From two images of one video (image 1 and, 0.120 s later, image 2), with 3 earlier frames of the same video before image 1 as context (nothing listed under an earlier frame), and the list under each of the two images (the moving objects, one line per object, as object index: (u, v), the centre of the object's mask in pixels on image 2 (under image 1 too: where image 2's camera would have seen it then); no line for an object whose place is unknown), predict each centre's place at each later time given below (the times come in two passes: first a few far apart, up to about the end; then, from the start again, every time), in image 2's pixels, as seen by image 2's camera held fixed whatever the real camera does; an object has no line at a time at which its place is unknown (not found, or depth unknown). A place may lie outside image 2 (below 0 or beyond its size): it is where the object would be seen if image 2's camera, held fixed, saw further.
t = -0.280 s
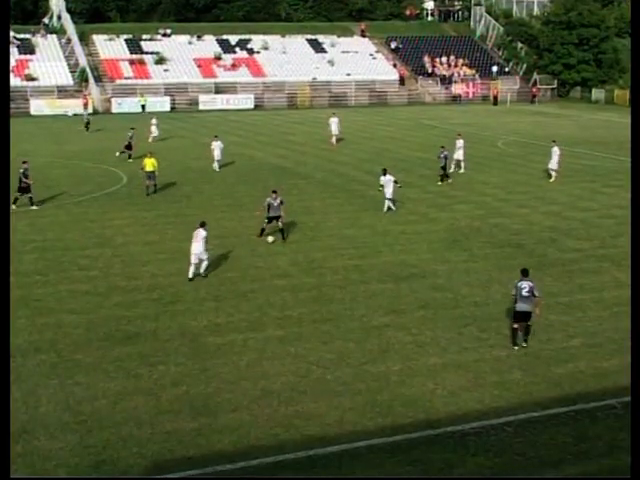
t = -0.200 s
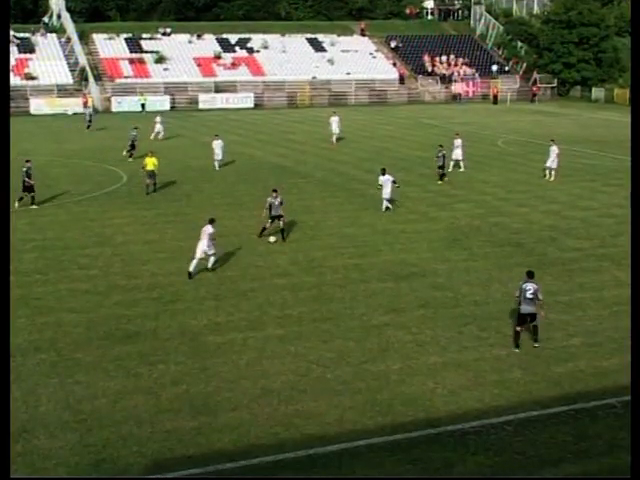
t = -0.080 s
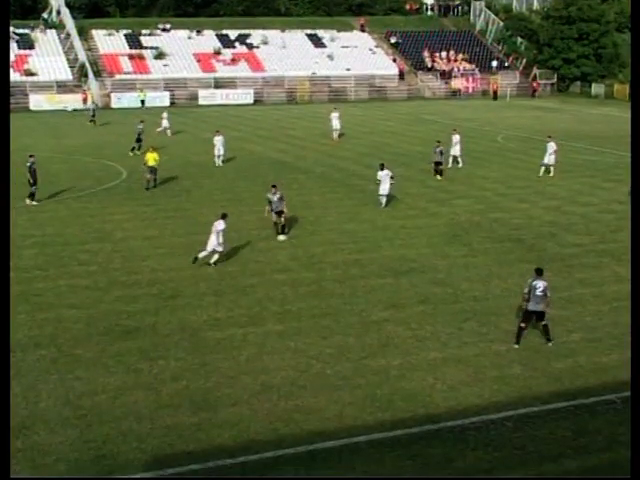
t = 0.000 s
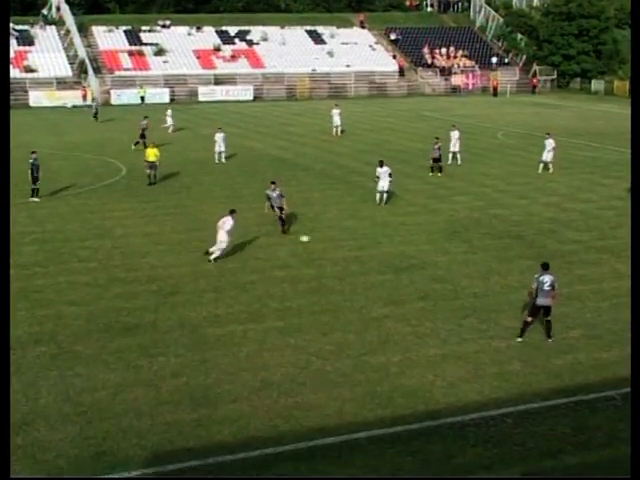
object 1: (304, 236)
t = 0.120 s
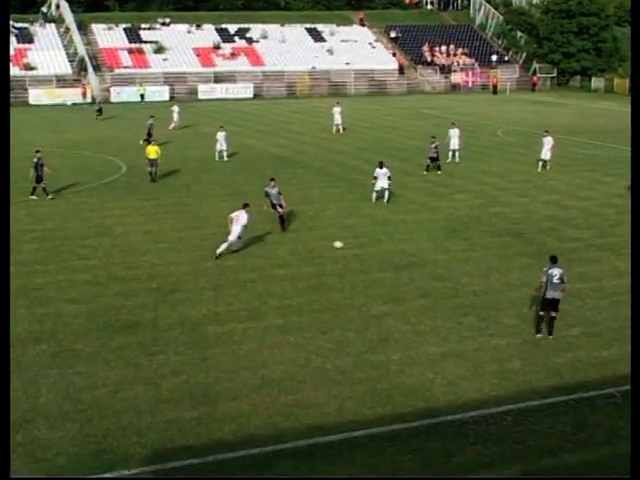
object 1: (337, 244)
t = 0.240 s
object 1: (370, 250)
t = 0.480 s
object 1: (426, 260)
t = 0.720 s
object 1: (481, 274)
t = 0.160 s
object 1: (348, 245)
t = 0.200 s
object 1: (359, 248)
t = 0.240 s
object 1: (370, 250)
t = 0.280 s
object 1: (381, 254)
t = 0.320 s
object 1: (391, 256)
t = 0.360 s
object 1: (400, 257)
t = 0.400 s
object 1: (409, 257)
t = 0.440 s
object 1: (417, 259)
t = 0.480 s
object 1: (426, 260)
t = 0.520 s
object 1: (435, 263)
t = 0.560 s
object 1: (444, 265)
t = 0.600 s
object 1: (453, 269)
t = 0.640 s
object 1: (462, 273)
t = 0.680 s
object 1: (471, 273)
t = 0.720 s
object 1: (481, 274)
